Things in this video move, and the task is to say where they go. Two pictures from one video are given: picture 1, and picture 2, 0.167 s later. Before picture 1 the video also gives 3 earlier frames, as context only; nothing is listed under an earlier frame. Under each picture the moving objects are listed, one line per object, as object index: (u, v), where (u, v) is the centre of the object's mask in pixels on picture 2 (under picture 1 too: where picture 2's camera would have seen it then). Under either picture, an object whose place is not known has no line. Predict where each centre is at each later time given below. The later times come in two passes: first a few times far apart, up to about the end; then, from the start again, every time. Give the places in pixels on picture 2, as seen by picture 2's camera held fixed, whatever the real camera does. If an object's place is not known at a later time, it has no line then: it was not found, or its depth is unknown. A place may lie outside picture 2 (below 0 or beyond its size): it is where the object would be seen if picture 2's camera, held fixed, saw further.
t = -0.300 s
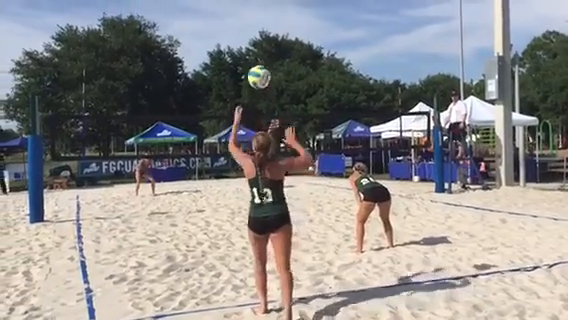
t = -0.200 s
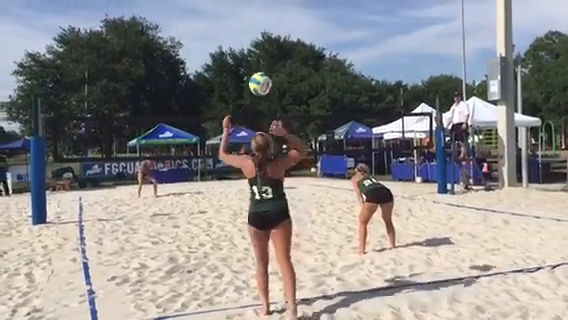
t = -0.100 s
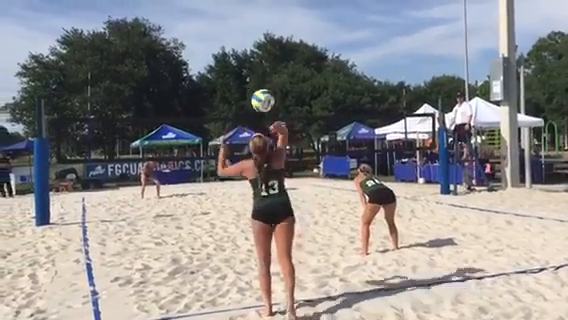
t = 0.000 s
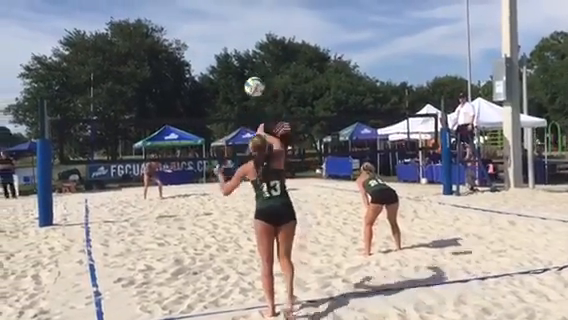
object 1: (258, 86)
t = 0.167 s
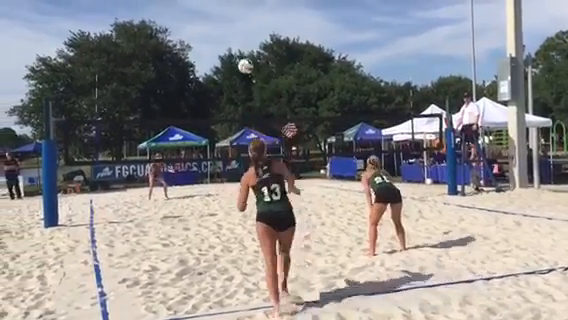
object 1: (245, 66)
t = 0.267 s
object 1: (242, 65)
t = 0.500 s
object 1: (242, 81)
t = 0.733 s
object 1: (243, 112)
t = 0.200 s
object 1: (244, 65)
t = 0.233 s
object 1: (243, 65)
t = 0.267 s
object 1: (242, 65)
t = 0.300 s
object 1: (241, 66)
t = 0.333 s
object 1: (241, 68)
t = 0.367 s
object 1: (241, 69)
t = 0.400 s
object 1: (241, 72)
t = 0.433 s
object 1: (241, 75)
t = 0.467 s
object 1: (241, 78)
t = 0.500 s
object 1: (242, 81)
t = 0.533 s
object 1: (242, 85)
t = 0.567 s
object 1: (242, 89)
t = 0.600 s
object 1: (242, 93)
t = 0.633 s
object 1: (242, 98)
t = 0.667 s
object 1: (242, 102)
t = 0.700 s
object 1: (243, 107)
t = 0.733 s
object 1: (243, 112)
